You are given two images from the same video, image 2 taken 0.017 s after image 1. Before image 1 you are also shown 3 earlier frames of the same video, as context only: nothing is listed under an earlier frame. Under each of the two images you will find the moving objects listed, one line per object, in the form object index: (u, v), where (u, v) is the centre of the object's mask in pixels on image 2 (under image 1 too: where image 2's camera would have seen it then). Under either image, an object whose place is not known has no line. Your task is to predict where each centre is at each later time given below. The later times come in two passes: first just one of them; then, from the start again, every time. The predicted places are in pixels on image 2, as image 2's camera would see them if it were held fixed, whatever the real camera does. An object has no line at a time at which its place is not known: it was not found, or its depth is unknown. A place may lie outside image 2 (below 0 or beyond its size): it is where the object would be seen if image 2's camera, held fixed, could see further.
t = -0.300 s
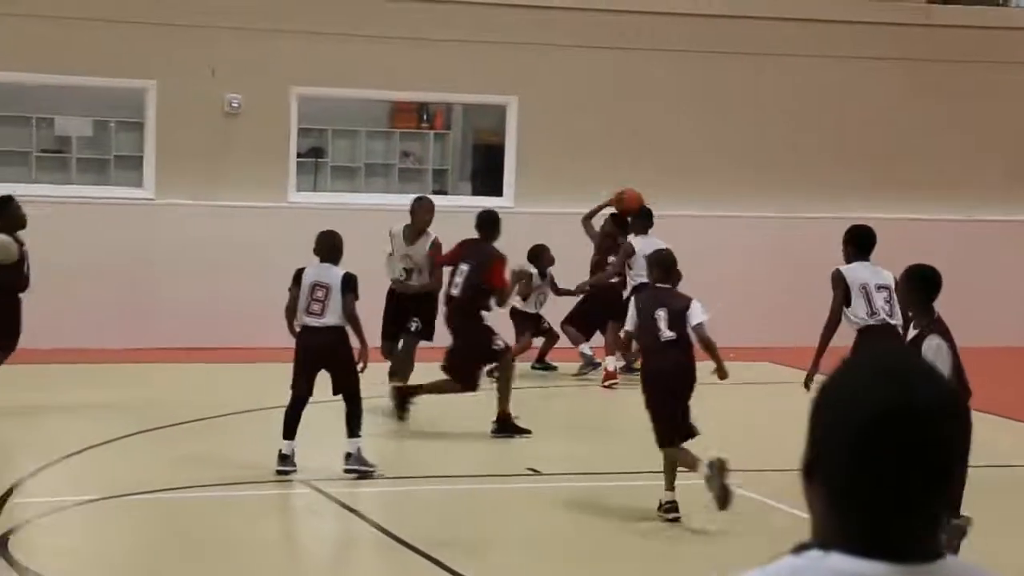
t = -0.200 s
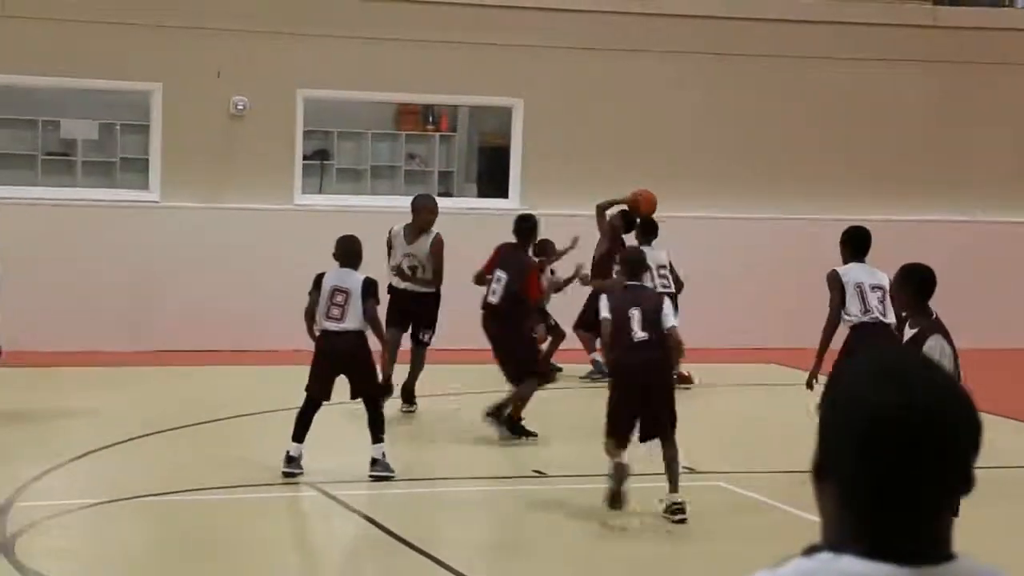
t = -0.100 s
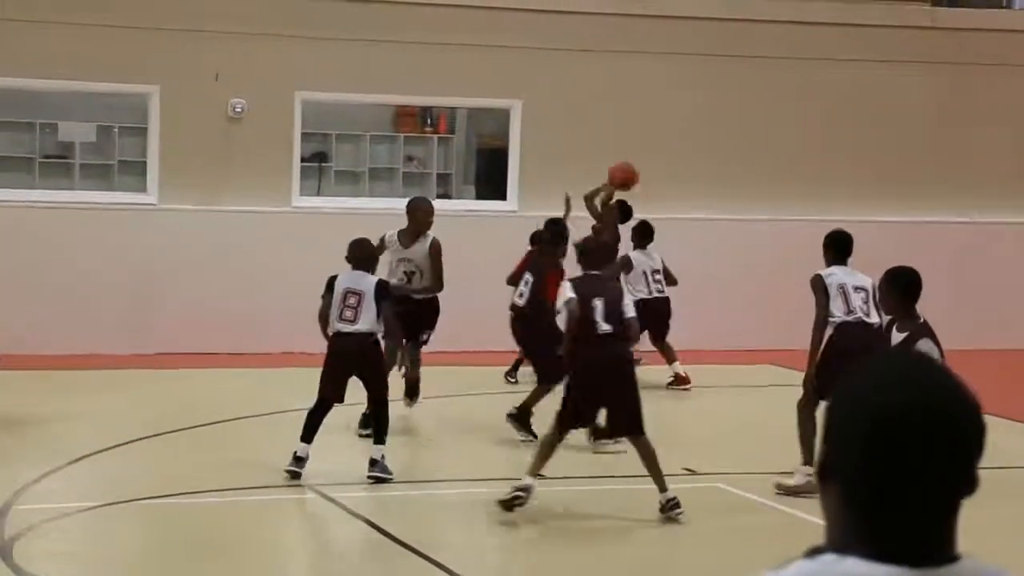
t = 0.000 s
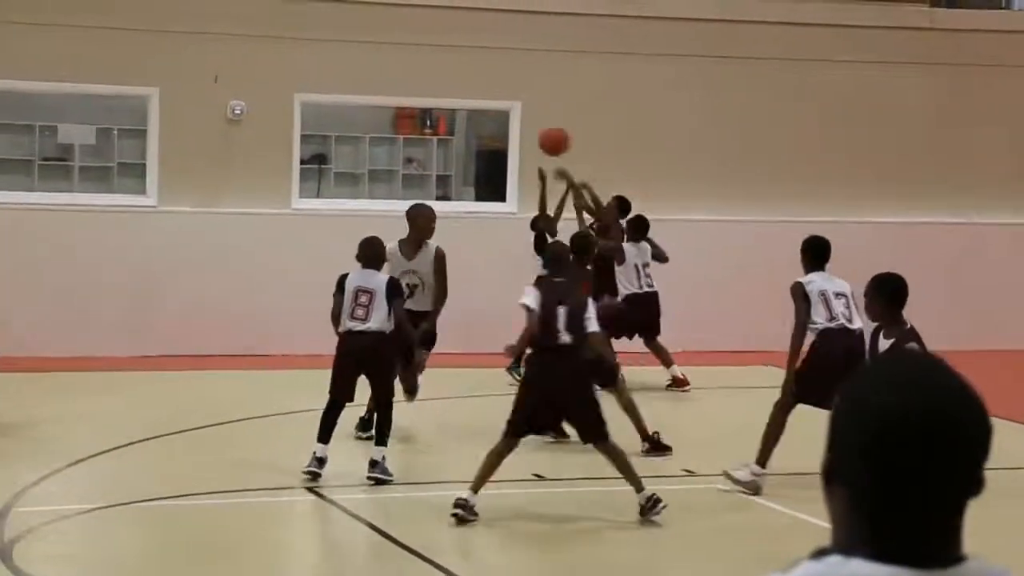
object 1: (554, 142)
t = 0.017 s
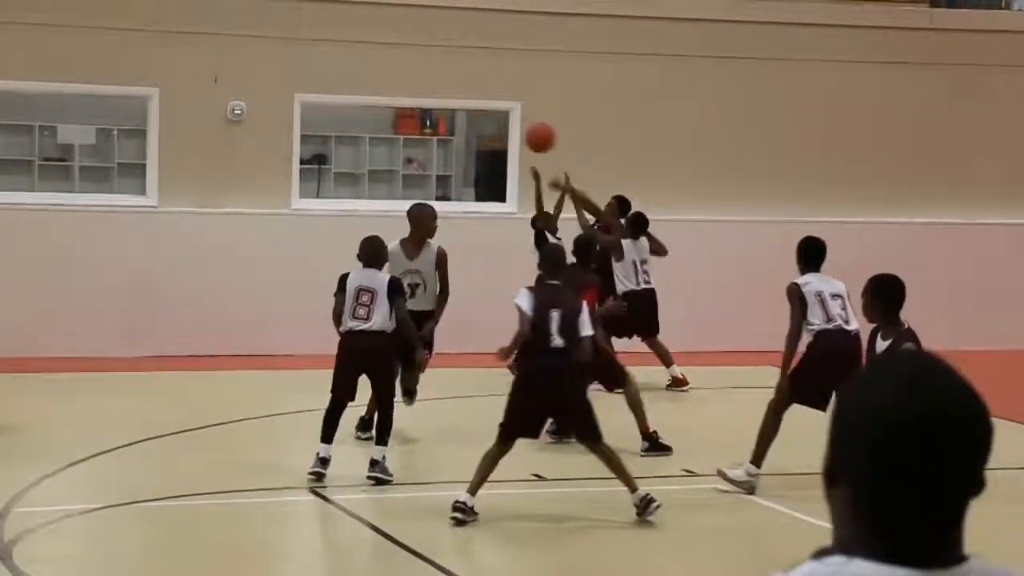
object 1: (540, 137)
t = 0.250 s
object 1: (331, 123)
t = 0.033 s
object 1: (527, 135)
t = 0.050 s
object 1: (513, 130)
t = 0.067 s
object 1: (498, 127)
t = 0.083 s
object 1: (486, 126)
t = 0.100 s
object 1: (472, 126)
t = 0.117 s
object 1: (458, 125)
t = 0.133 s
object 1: (438, 123)
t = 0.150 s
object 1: (422, 122)
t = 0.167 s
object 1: (407, 121)
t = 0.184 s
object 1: (393, 121)
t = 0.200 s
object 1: (378, 121)
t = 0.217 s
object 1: (363, 121)
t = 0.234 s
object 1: (347, 121)
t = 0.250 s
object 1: (331, 123)
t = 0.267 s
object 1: (315, 125)
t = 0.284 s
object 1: (298, 126)
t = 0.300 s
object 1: (282, 128)
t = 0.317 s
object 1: (266, 131)
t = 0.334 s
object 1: (249, 133)
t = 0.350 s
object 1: (232, 137)
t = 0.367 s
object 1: (216, 141)
